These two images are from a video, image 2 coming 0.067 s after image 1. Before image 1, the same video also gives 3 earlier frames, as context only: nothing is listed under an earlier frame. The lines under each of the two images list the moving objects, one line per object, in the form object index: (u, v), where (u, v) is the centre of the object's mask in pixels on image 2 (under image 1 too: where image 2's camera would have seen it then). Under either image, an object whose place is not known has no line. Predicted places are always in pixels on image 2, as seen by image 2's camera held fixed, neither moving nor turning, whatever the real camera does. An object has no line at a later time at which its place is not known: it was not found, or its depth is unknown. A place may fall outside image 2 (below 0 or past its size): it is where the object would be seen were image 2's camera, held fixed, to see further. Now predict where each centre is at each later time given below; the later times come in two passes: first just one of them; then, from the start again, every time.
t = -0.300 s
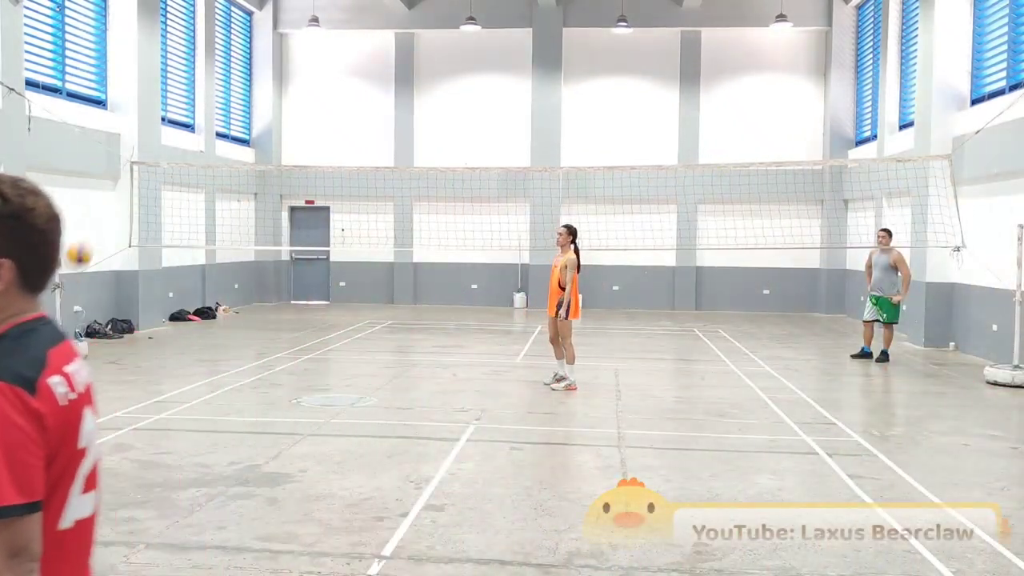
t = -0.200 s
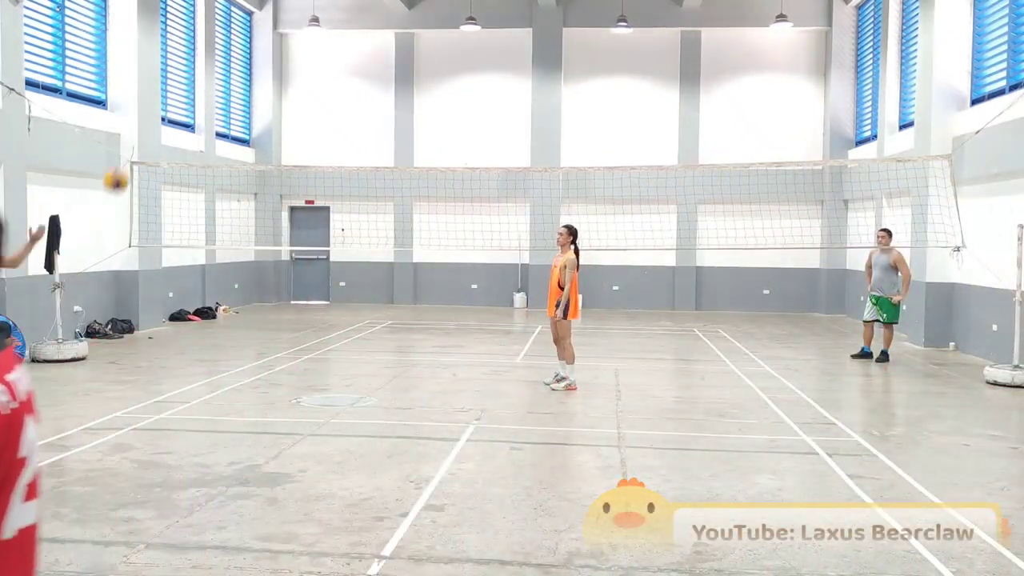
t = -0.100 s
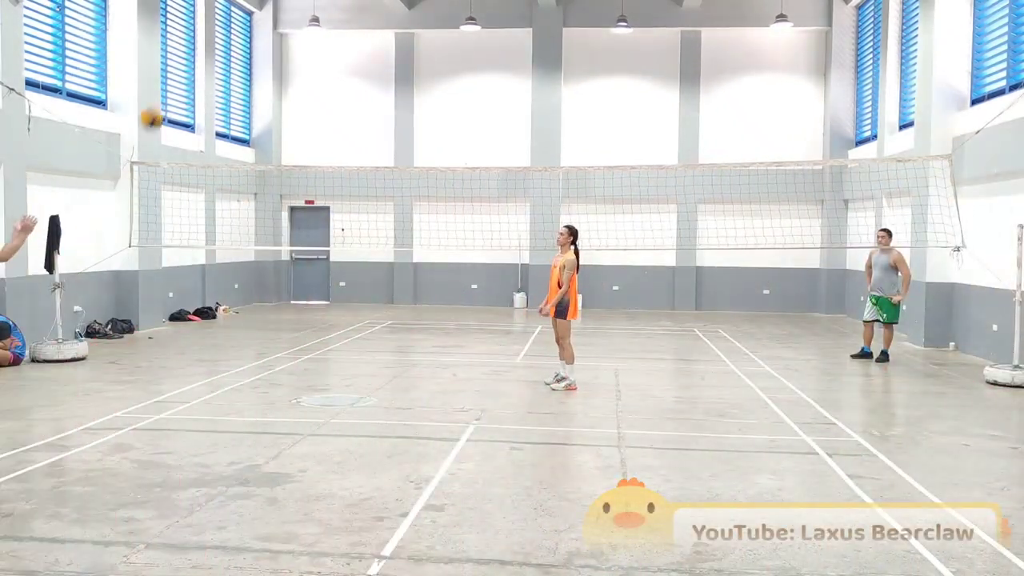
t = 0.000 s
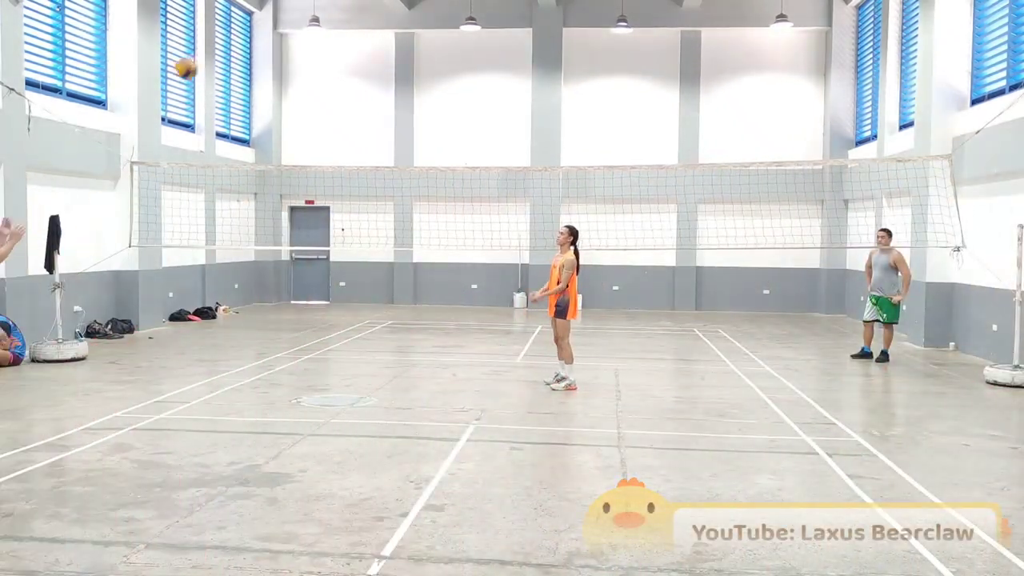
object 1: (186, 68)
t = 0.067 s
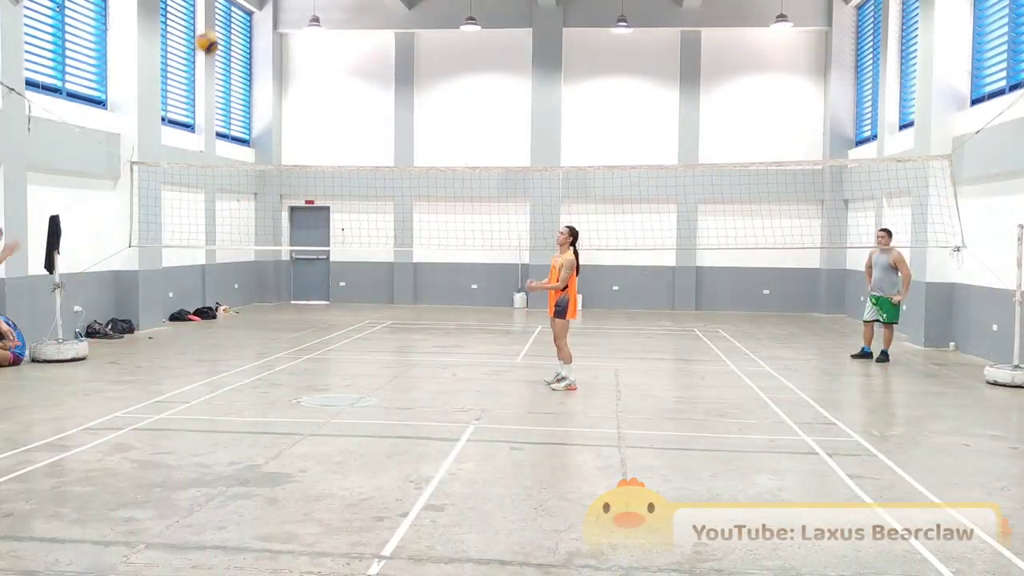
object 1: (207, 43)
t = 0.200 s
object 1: (251, 9)
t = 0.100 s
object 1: (218, 32)
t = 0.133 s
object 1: (229, 23)
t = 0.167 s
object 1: (240, 15)
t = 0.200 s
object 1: (251, 9)
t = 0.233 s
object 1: (261, 6)
